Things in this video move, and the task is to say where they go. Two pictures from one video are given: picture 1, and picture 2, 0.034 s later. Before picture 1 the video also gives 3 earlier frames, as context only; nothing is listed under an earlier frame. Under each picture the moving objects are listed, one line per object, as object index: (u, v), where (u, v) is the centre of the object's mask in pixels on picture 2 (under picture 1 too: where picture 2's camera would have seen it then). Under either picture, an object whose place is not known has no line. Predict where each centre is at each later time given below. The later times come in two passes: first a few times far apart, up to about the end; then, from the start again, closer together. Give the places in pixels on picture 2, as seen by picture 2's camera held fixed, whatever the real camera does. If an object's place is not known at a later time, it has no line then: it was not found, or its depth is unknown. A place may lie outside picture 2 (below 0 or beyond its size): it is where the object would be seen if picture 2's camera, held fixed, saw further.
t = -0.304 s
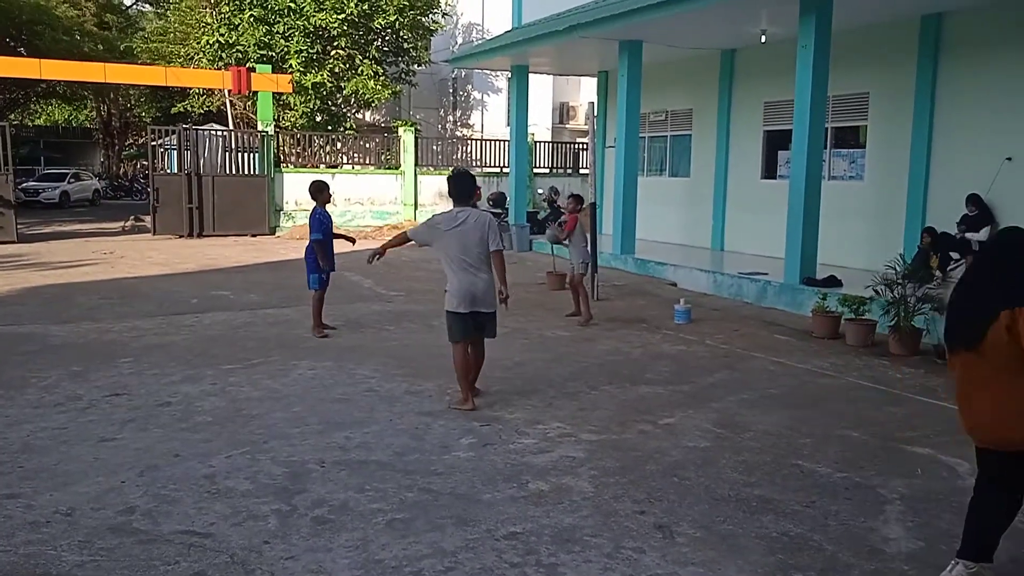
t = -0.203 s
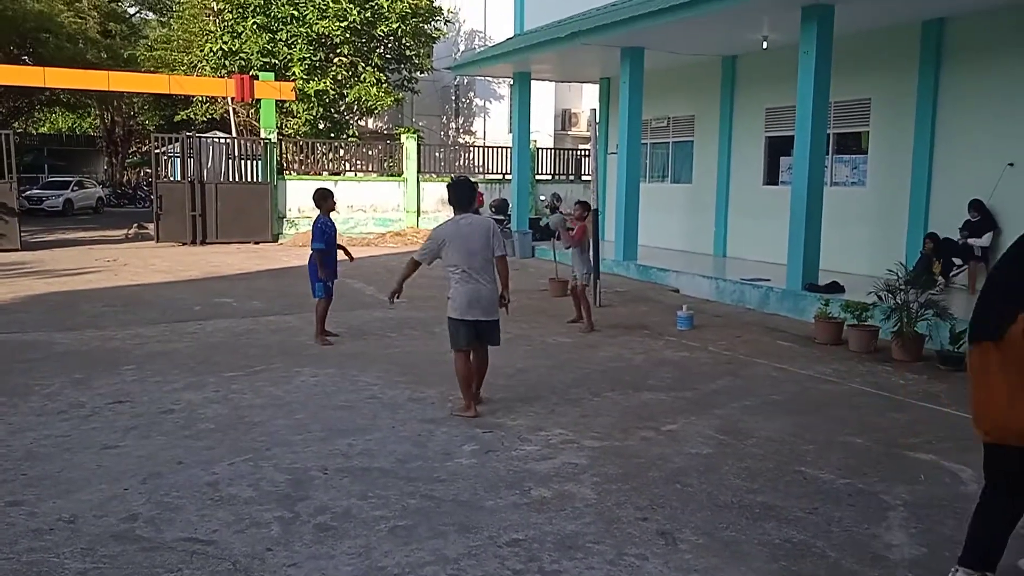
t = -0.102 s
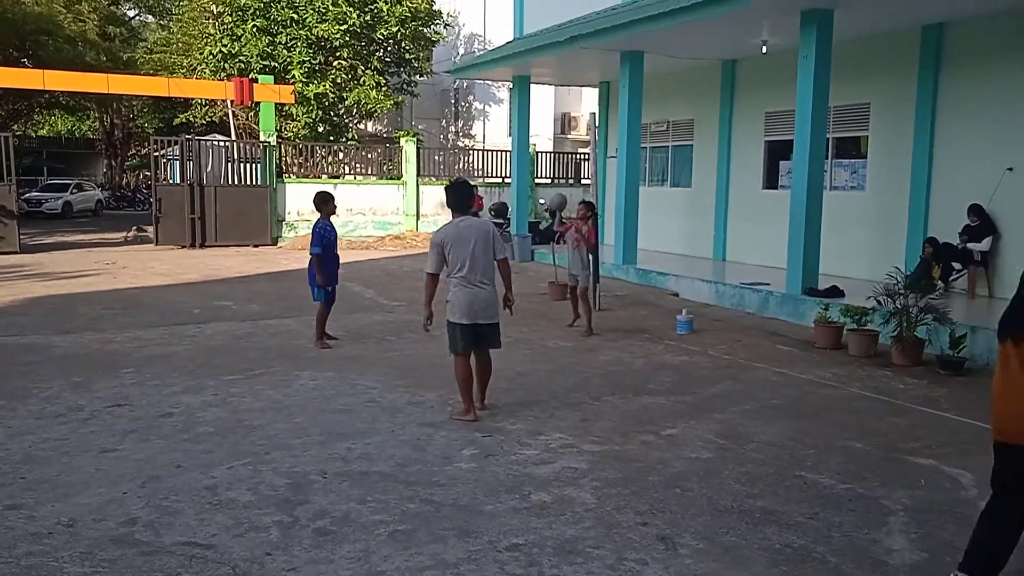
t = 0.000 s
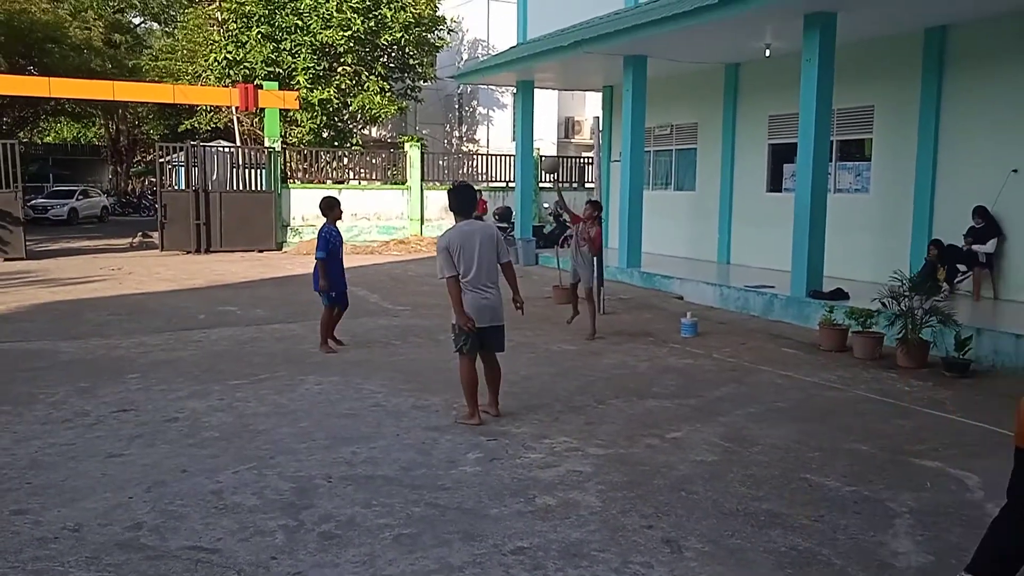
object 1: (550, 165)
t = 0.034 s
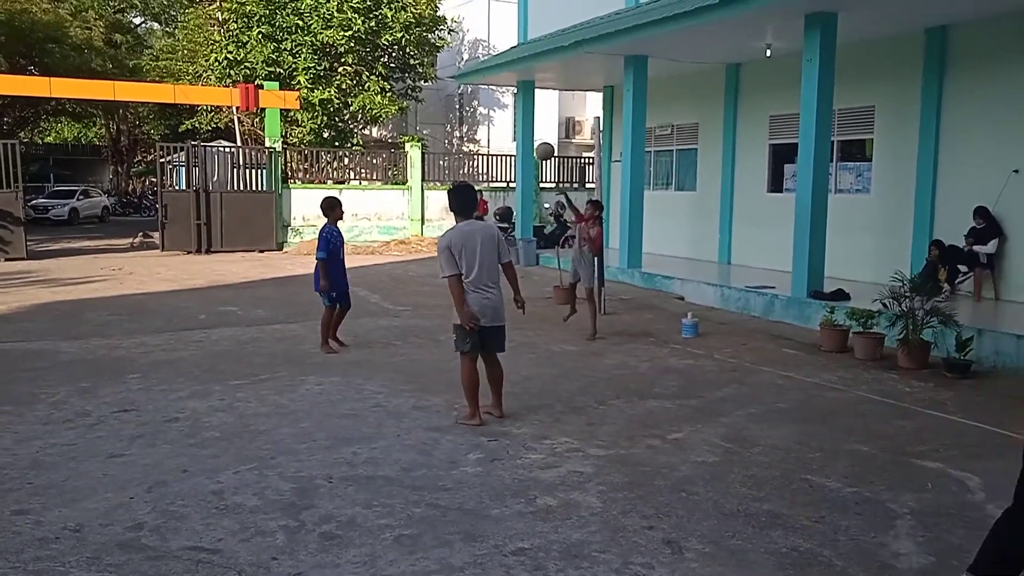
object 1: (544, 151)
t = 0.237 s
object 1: (501, 77)
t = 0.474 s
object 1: (437, 15)
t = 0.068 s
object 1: (538, 138)
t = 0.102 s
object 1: (532, 125)
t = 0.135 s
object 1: (524, 113)
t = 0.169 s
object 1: (516, 102)
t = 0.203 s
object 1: (509, 90)
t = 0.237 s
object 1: (501, 77)
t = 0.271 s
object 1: (493, 66)
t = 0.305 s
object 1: (485, 55)
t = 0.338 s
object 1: (476, 46)
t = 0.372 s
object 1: (468, 37)
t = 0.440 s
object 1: (448, 22)
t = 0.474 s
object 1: (437, 15)
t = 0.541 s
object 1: (414, 7)
